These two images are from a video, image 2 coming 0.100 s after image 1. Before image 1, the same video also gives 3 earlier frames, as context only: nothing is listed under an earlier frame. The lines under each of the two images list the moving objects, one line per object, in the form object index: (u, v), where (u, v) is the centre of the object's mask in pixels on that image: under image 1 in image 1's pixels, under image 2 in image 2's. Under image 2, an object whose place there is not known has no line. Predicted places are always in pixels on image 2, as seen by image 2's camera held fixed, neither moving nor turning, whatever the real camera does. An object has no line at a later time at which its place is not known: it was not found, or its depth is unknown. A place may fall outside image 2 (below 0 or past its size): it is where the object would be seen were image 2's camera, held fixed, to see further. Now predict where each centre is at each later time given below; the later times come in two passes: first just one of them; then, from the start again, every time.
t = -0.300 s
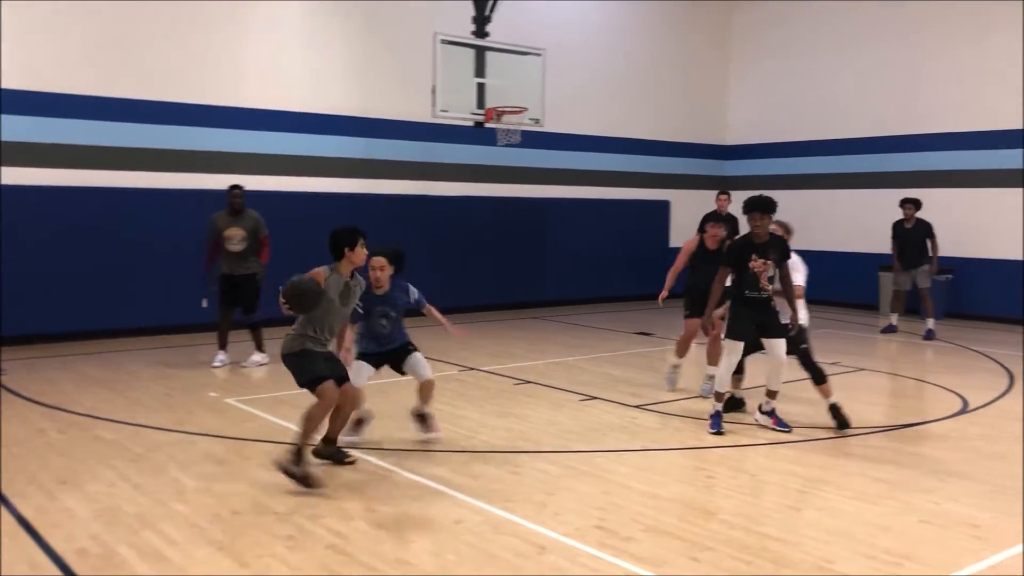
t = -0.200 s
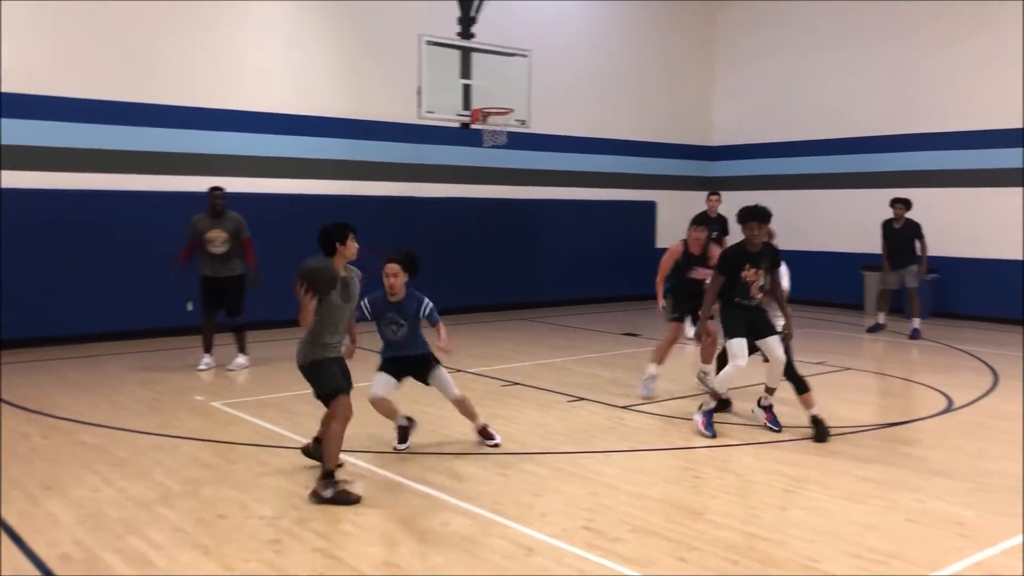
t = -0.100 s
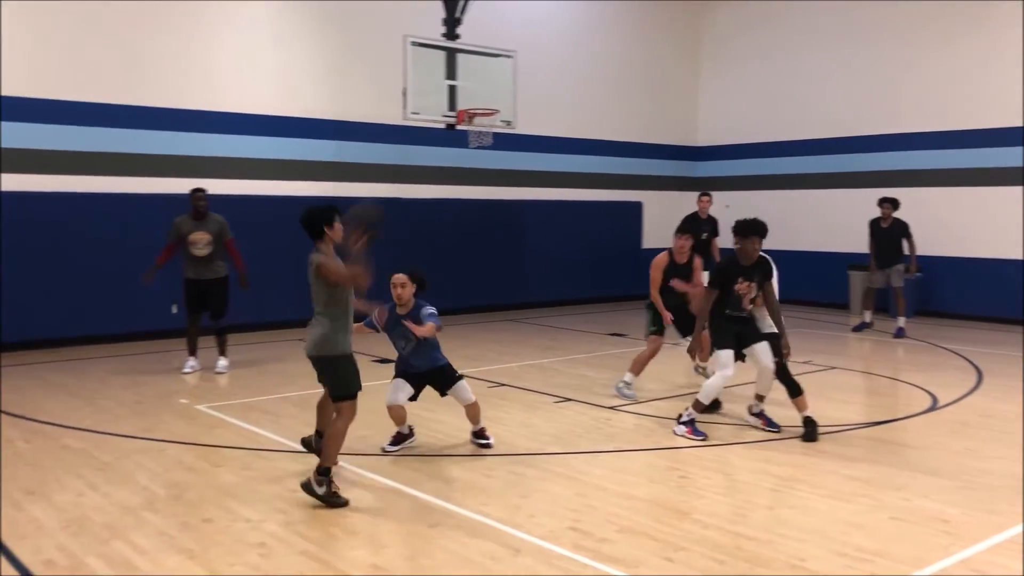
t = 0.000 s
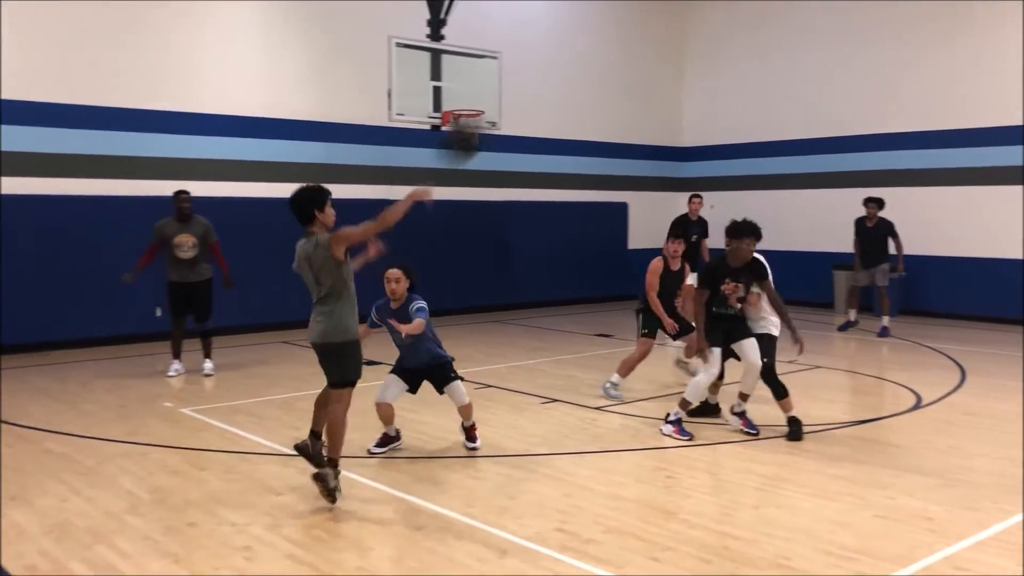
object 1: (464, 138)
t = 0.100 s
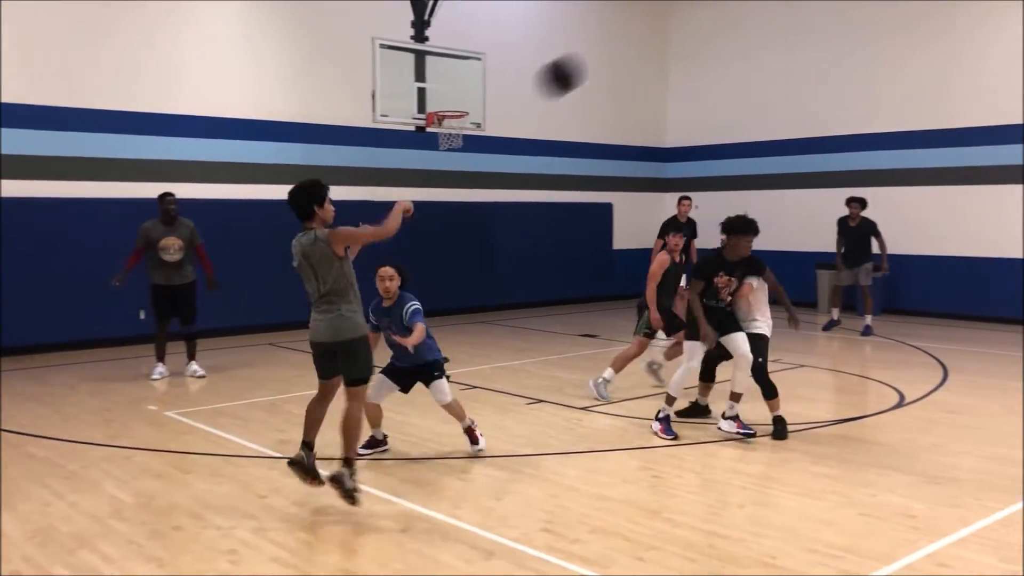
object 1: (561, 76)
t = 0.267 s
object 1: (713, 15)
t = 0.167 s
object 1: (627, 45)
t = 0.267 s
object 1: (713, 15)
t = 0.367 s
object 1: (795, 6)
